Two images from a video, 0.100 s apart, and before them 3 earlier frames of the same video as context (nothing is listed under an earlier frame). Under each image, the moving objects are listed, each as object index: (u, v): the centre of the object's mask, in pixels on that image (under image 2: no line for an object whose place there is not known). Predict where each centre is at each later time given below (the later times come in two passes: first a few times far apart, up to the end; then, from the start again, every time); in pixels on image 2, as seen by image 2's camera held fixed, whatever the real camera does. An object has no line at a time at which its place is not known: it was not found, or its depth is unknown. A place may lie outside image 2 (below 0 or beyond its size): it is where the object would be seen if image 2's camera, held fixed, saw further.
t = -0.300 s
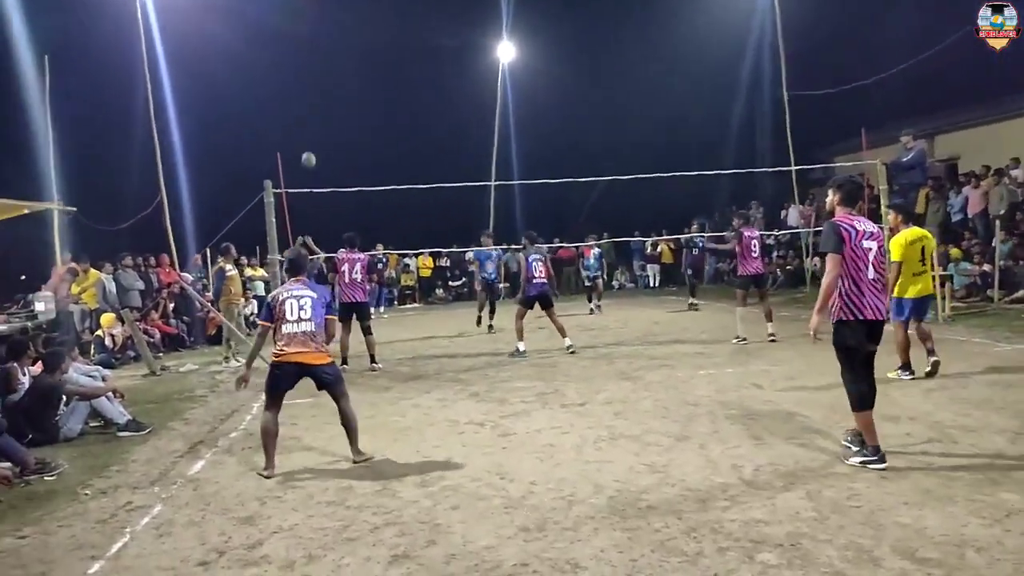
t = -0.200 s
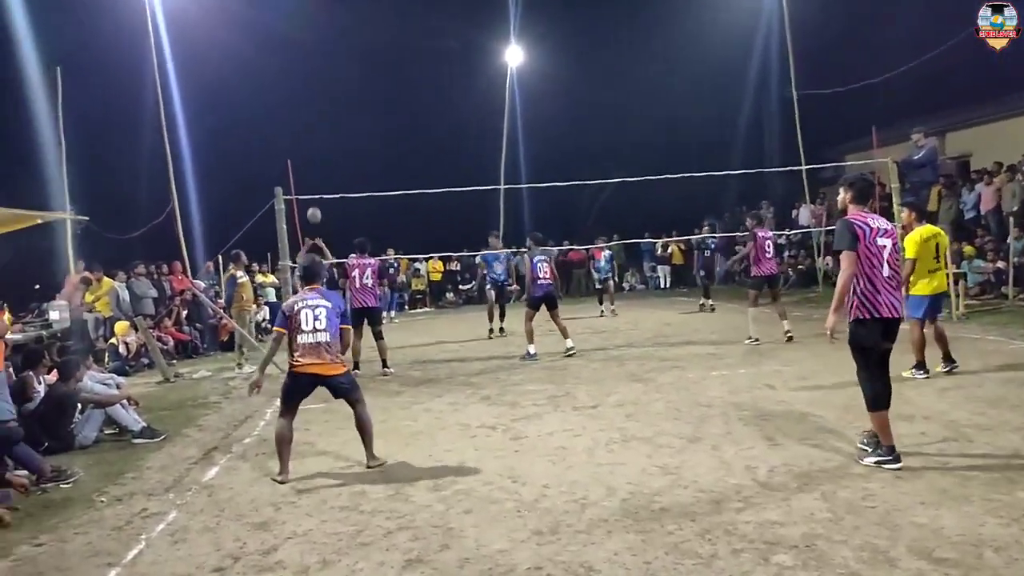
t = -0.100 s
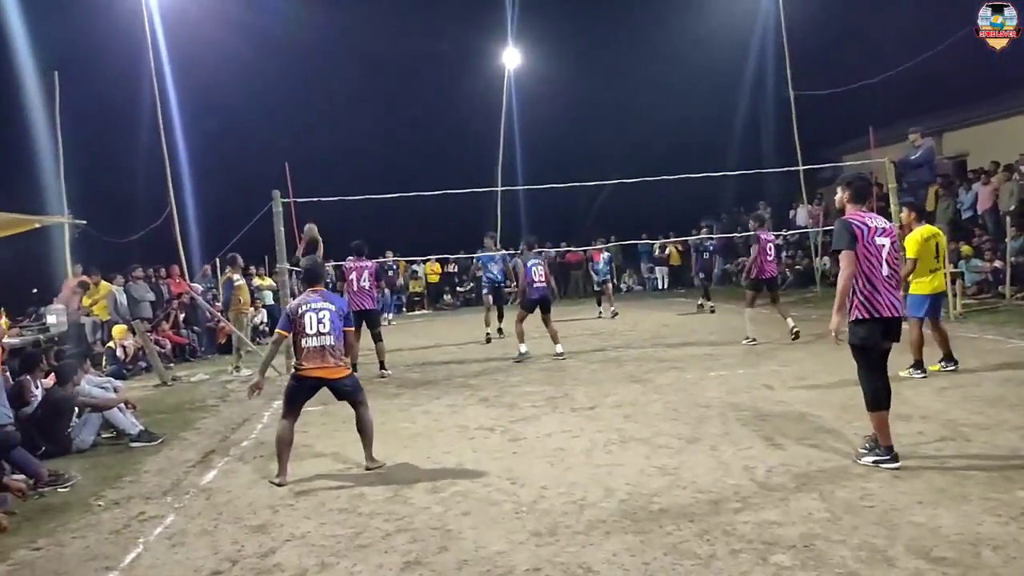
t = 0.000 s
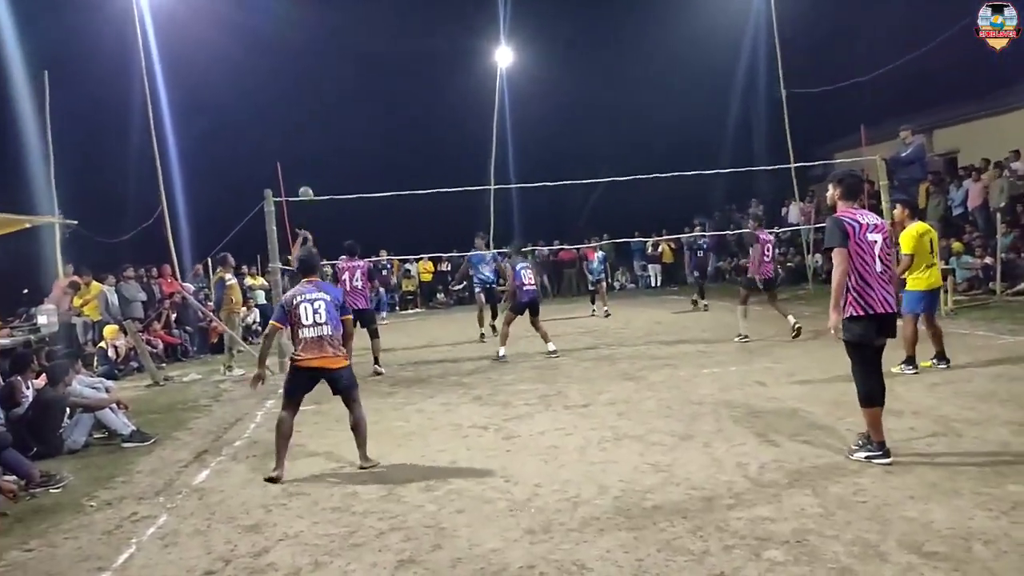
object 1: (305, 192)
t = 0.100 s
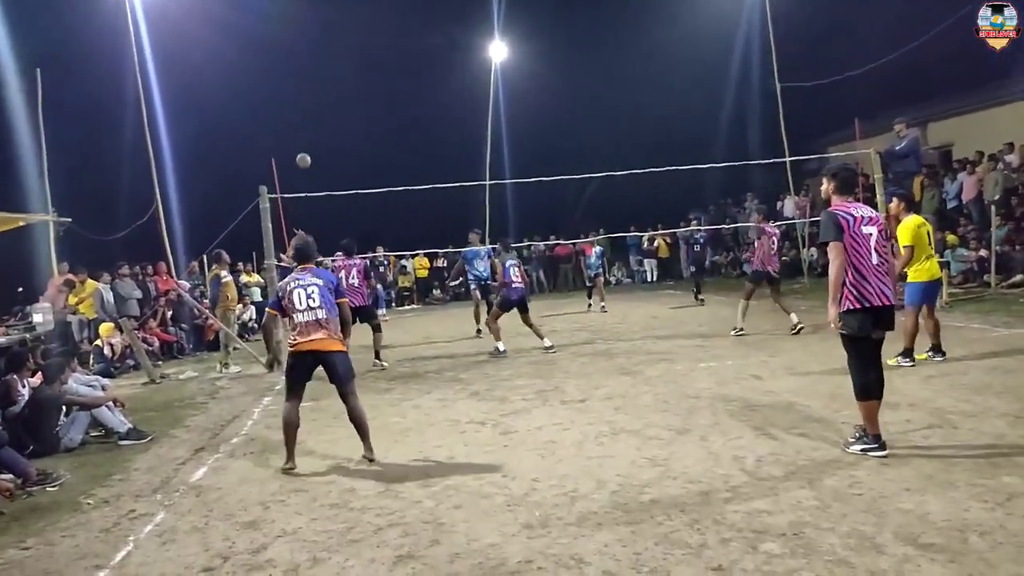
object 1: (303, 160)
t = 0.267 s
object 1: (308, 124)
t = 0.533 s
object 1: (321, 104)
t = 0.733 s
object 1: (332, 117)
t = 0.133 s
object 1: (304, 152)
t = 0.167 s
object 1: (305, 144)
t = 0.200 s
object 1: (306, 137)
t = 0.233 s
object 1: (307, 130)
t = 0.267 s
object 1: (308, 124)
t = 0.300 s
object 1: (309, 119)
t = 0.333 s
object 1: (311, 115)
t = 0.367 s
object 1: (312, 111)
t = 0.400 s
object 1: (314, 108)
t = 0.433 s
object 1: (315, 106)
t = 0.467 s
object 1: (317, 105)
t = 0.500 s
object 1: (319, 104)
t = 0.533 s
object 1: (321, 104)
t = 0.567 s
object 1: (323, 104)
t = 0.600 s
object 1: (325, 106)
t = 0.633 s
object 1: (326, 107)
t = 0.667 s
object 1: (328, 110)
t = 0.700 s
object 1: (330, 113)
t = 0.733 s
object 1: (332, 117)
